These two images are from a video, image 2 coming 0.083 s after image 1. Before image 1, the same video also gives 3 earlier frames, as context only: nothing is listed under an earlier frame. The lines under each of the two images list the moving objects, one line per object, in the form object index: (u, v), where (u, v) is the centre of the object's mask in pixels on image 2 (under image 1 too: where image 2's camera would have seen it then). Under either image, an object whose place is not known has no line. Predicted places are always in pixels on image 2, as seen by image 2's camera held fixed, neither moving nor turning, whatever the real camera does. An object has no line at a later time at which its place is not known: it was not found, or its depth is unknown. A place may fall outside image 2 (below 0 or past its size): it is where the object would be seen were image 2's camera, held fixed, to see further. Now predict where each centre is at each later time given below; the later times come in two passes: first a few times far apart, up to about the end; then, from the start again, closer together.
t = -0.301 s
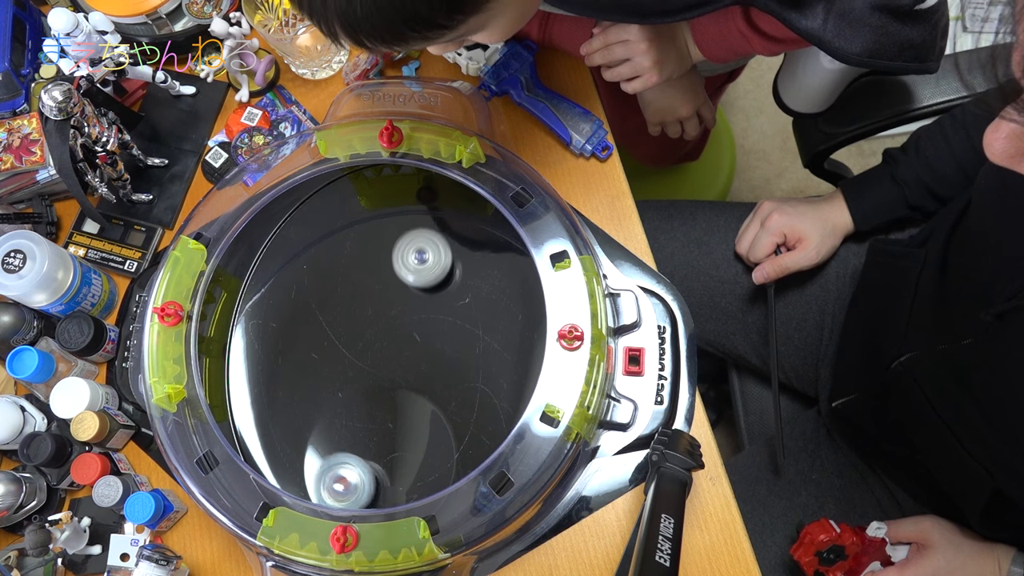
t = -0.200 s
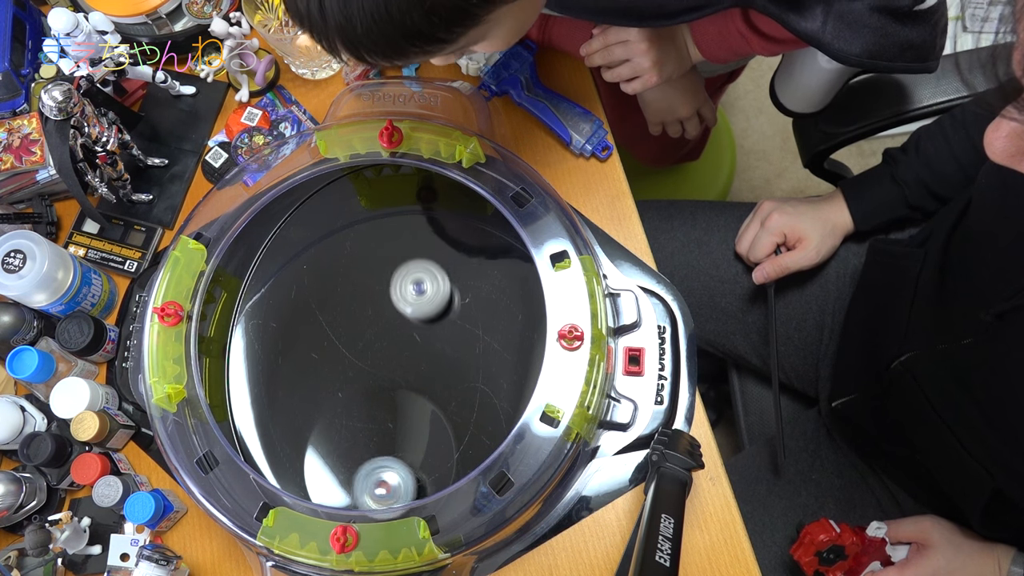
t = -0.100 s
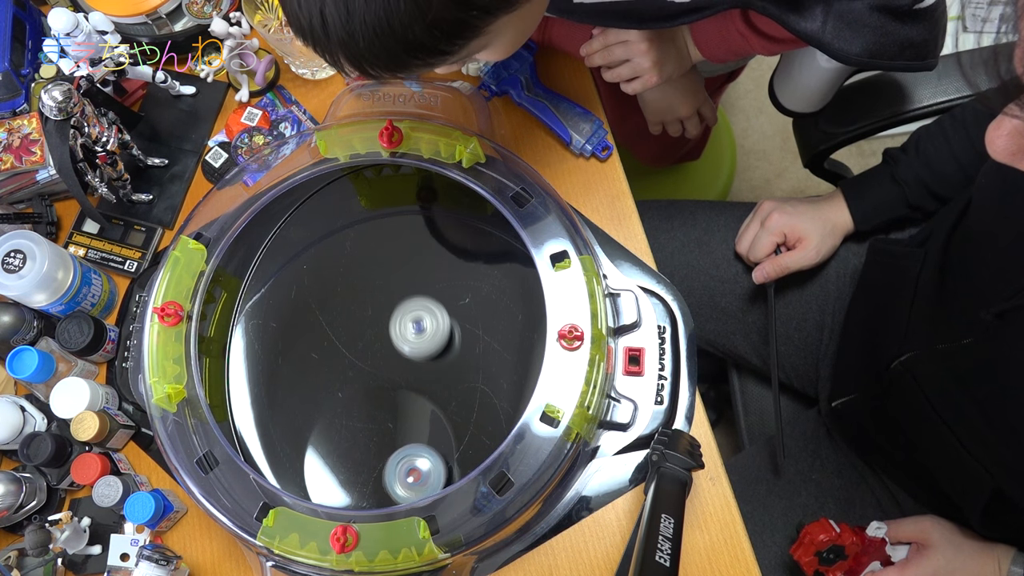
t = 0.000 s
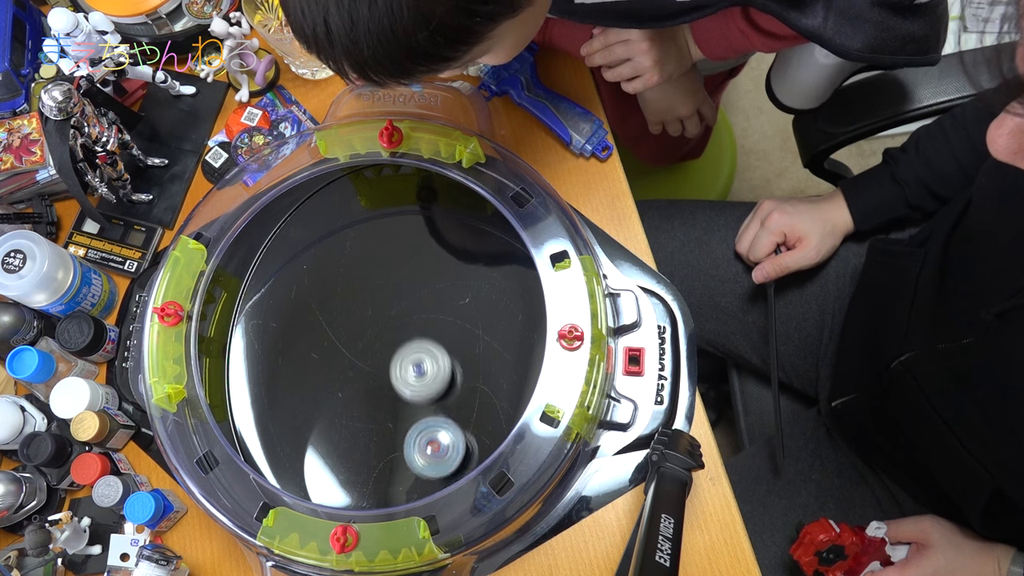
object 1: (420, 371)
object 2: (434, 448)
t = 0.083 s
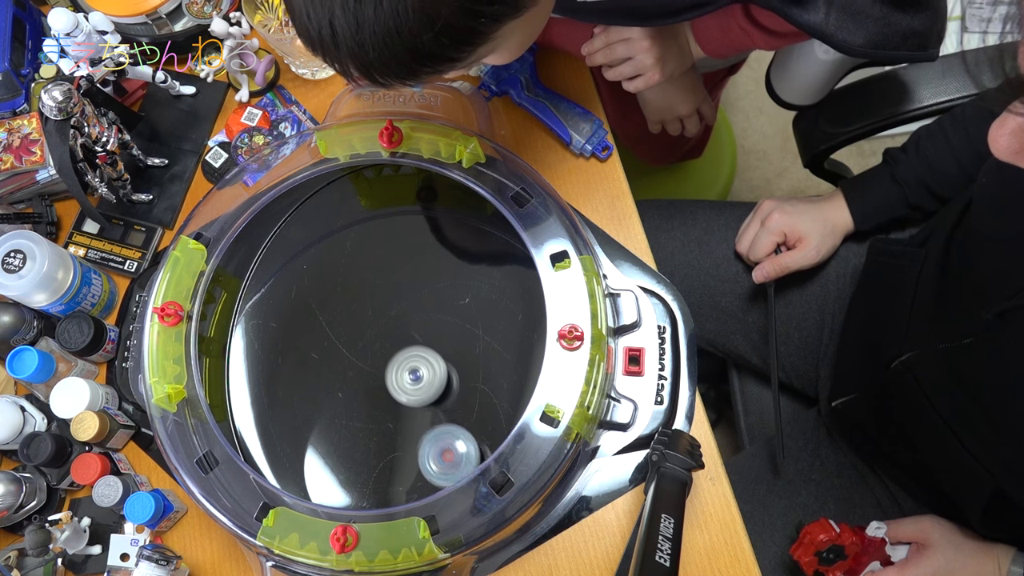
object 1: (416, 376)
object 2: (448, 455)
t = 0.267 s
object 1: (402, 389)
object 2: (474, 490)
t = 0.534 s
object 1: (359, 473)
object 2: (455, 456)
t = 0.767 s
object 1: (370, 501)
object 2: (399, 420)
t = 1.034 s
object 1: (405, 415)
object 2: (356, 331)
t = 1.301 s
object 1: (334, 431)
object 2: (296, 322)
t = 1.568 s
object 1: (347, 502)
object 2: (293, 384)
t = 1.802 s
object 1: (420, 440)
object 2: (351, 459)
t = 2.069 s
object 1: (398, 366)
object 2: (429, 490)
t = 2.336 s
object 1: (360, 331)
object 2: (465, 452)
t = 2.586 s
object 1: (333, 353)
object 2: (437, 426)
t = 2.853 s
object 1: (283, 394)
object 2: (398, 476)
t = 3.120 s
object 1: (266, 445)
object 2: (402, 494)
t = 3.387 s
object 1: (290, 489)
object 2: (412, 452)
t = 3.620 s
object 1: (345, 481)
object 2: (411, 418)
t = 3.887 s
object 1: (380, 484)
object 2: (370, 383)
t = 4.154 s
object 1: (386, 480)
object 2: (335, 391)
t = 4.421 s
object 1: (387, 477)
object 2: (331, 387)
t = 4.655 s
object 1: (362, 484)
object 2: (351, 418)
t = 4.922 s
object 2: (408, 432)
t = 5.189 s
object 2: (460, 371)
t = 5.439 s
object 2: (485, 329)
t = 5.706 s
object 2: (465, 314)
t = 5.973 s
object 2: (416, 350)
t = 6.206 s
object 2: (399, 388)
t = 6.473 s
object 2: (403, 445)
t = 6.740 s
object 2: (481, 442)
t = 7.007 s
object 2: (503, 432)
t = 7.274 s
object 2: (451, 429)
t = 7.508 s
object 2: (463, 406)
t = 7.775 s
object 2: (490, 377)
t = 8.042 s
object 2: (463, 375)
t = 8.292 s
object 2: (448, 351)
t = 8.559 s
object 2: (473, 324)
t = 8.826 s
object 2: (495, 335)
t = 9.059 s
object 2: (487, 363)
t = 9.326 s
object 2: (455, 393)
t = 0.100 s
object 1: (415, 375)
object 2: (450, 460)
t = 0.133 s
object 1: (413, 375)
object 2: (454, 468)
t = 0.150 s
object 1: (412, 376)
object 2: (457, 472)
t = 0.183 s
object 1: (409, 378)
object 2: (461, 479)
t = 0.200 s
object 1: (408, 380)
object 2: (464, 481)
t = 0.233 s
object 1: (406, 384)
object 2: (469, 486)
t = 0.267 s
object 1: (402, 389)
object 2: (474, 490)
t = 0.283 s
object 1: (400, 392)
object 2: (475, 490)
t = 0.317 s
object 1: (394, 398)
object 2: (477, 489)
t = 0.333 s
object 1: (390, 401)
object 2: (477, 488)
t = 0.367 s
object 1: (382, 410)
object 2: (477, 482)
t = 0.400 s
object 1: (375, 421)
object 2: (475, 476)
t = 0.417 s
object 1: (372, 426)
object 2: (475, 472)
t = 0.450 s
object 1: (366, 439)
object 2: (470, 467)
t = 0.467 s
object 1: (364, 446)
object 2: (468, 464)
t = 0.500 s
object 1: (360, 459)
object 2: (462, 460)
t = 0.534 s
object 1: (359, 473)
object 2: (455, 456)
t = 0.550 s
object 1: (359, 479)
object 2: (452, 457)
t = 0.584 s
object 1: (360, 487)
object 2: (444, 459)
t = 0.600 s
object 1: (361, 491)
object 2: (439, 459)
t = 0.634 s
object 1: (364, 497)
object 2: (428, 457)
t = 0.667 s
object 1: (367, 507)
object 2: (415, 456)
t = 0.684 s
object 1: (370, 508)
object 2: (408, 456)
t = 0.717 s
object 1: (368, 505)
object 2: (398, 451)
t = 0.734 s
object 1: (364, 508)
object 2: (398, 440)
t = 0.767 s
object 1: (370, 501)
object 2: (399, 420)
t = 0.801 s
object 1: (381, 492)
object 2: (397, 401)
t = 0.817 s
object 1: (386, 483)
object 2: (395, 393)
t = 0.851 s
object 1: (395, 471)
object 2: (392, 380)
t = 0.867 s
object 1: (399, 465)
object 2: (389, 373)
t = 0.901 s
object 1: (405, 451)
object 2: (384, 362)
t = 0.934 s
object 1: (409, 440)
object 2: (378, 353)
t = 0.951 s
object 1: (409, 434)
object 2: (375, 349)
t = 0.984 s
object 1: (410, 425)
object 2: (368, 342)
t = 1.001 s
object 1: (409, 421)
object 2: (364, 338)
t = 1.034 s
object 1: (405, 415)
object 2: (356, 331)
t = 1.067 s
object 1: (400, 410)
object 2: (349, 325)
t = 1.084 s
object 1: (396, 408)
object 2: (345, 323)
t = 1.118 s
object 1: (388, 406)
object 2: (336, 319)
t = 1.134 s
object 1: (384, 406)
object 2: (332, 317)
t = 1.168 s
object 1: (373, 407)
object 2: (324, 315)
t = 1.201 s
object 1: (363, 411)
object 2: (316, 314)
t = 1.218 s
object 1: (358, 413)
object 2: (312, 315)
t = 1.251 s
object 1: (347, 419)
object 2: (304, 317)
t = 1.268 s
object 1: (342, 423)
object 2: (301, 318)
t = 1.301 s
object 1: (334, 431)
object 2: (296, 322)
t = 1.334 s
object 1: (326, 442)
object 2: (292, 327)
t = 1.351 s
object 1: (323, 448)
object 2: (290, 330)
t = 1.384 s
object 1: (319, 460)
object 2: (287, 336)
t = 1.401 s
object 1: (318, 466)
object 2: (286, 339)
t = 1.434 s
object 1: (318, 476)
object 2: (285, 347)
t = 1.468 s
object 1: (322, 484)
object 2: (285, 355)
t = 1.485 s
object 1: (324, 487)
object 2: (285, 360)
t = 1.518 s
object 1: (332, 493)
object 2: (287, 369)
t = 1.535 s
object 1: (337, 496)
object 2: (289, 374)
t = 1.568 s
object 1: (347, 502)
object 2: (293, 384)
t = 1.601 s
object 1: (362, 498)
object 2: (298, 394)
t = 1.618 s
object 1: (369, 496)
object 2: (301, 400)
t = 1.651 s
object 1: (383, 487)
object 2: (309, 410)
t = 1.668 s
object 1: (389, 481)
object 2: (313, 415)
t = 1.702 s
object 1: (401, 473)
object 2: (321, 426)
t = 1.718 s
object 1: (405, 468)
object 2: (325, 431)
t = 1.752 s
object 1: (413, 457)
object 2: (334, 443)
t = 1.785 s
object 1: (419, 446)
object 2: (345, 454)
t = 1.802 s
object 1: (420, 440)
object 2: (351, 459)
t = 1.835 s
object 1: (422, 429)
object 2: (361, 469)
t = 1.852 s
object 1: (422, 424)
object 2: (366, 474)
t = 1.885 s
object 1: (420, 414)
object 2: (377, 480)
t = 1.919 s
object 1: (418, 404)
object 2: (387, 483)
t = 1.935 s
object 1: (416, 399)
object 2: (392, 484)
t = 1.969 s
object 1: (412, 391)
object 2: (403, 490)
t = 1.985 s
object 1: (409, 387)
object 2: (407, 490)
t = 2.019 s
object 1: (404, 378)
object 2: (416, 492)
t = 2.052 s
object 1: (400, 370)
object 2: (424, 491)
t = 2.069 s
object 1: (398, 366)
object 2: (429, 490)
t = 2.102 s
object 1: (393, 358)
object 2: (435, 487)
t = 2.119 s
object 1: (392, 355)
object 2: (438, 485)
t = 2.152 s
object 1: (387, 348)
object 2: (443, 480)
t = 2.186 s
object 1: (382, 343)
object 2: (448, 476)
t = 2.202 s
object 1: (379, 340)
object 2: (451, 474)
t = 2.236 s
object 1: (374, 336)
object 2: (456, 471)
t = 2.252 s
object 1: (372, 335)
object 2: (458, 469)
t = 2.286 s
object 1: (367, 332)
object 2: (463, 465)
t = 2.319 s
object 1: (362, 331)
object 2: (467, 459)
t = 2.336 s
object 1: (360, 331)
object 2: (465, 452)
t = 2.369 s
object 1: (356, 330)
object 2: (468, 450)
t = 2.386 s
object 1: (353, 331)
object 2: (467, 446)
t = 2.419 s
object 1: (349, 332)
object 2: (466, 443)
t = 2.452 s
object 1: (345, 335)
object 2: (464, 439)
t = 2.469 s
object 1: (344, 336)
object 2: (462, 437)
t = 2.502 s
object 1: (340, 340)
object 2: (457, 433)
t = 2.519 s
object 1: (338, 342)
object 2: (454, 431)
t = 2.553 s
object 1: (335, 347)
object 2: (446, 428)
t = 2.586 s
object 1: (333, 353)
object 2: (437, 426)
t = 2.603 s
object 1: (332, 357)
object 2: (432, 424)
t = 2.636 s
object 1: (330, 364)
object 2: (420, 421)
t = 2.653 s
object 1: (329, 368)
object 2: (415, 420)
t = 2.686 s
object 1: (328, 378)
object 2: (403, 419)
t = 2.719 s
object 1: (328, 388)
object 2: (390, 420)
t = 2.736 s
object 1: (328, 393)
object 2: (384, 422)
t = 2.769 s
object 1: (316, 394)
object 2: (386, 436)
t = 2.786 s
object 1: (309, 394)
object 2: (389, 445)
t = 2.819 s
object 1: (295, 393)
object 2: (394, 462)
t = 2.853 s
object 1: (283, 394)
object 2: (398, 476)
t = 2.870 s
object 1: (279, 395)
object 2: (400, 484)
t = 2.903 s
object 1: (270, 398)
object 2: (403, 494)
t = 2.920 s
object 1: (266, 401)
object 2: (404, 498)
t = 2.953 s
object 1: (260, 405)
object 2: (407, 503)
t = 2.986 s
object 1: (256, 412)
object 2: (410, 507)
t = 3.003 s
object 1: (256, 415)
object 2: (410, 507)
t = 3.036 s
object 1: (255, 424)
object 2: (410, 506)
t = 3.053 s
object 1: (256, 428)
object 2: (408, 504)
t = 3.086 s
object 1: (260, 437)
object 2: (406, 500)
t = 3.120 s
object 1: (266, 445)
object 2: (402, 494)
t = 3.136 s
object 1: (269, 449)
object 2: (400, 492)
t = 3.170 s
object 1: (276, 456)
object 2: (395, 485)
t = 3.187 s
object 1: (281, 459)
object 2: (392, 480)
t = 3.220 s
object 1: (291, 466)
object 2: (385, 475)
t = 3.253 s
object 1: (302, 471)
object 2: (378, 469)
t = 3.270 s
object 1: (307, 473)
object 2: (373, 467)
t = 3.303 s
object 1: (307, 477)
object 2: (380, 463)
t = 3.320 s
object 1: (303, 478)
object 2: (388, 460)
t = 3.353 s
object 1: (298, 480)
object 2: (401, 456)
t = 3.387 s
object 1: (290, 489)
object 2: (412, 452)
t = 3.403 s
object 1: (289, 490)
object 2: (417, 450)
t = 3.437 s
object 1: (292, 492)
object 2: (423, 445)
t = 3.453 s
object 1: (294, 493)
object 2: (425, 443)
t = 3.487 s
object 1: (301, 492)
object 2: (427, 438)
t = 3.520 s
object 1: (310, 491)
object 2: (426, 432)
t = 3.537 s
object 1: (317, 490)
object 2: (425, 430)
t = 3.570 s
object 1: (325, 488)
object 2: (421, 424)
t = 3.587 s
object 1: (333, 483)
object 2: (418, 421)
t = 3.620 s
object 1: (345, 481)
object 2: (411, 418)
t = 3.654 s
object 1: (358, 478)
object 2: (403, 415)
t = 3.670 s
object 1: (363, 476)
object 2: (398, 414)
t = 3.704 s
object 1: (370, 476)
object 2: (392, 411)
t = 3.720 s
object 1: (371, 479)
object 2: (391, 405)
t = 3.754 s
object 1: (374, 482)
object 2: (389, 397)
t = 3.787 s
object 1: (376, 484)
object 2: (386, 391)
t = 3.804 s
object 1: (376, 485)
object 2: (384, 389)
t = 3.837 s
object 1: (378, 485)
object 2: (378, 385)
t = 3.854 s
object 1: (378, 485)
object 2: (376, 384)
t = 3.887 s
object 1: (380, 484)
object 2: (370, 383)
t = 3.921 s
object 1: (380, 482)
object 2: (365, 385)
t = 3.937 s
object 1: (381, 480)
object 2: (363, 386)
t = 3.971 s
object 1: (381, 476)
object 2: (358, 390)
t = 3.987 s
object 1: (381, 472)
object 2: (357, 393)
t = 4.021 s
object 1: (381, 466)
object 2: (353, 400)
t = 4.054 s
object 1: (380, 462)
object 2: (350, 405)
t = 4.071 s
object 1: (382, 467)
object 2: (347, 402)
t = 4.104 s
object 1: (383, 475)
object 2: (341, 396)
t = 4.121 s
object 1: (384, 477)
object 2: (339, 394)
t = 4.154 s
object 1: (386, 480)
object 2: (335, 391)
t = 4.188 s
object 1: (387, 482)
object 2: (331, 388)
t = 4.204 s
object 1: (388, 482)
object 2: (330, 388)
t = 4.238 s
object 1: (388, 483)
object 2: (329, 386)
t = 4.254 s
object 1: (389, 482)
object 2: (328, 386)
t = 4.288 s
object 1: (390, 482)
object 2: (328, 385)
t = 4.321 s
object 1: (390, 480)
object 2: (327, 384)
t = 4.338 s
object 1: (391, 480)
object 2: (328, 385)
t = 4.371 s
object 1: (390, 478)
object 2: (329, 385)
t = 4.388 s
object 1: (389, 478)
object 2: (329, 386)
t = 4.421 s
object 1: (387, 477)
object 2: (331, 387)
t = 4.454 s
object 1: (383, 476)
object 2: (332, 388)
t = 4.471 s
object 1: (382, 475)
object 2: (333, 389)
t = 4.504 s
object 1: (378, 476)
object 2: (336, 391)
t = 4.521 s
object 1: (376, 476)
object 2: (337, 393)
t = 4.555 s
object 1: (372, 477)
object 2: (340, 397)
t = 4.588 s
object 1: (368, 479)
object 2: (343, 403)
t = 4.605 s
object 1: (366, 480)
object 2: (345, 407)
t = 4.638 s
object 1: (363, 483)
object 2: (349, 414)
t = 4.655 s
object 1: (362, 484)
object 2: (351, 418)
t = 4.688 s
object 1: (359, 487)
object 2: (358, 425)
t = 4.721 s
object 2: (364, 432)
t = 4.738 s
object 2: (368, 434)
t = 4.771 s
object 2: (376, 434)
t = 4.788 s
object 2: (380, 435)
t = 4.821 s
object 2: (388, 434)
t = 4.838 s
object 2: (391, 434)
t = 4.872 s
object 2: (399, 433)
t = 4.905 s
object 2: (405, 432)
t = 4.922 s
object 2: (408, 432)
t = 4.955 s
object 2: (414, 430)
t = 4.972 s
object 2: (416, 429)
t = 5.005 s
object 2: (422, 426)
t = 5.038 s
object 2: (431, 413)
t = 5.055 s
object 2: (436, 407)
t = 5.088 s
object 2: (443, 396)
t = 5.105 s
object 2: (447, 391)
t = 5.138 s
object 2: (452, 382)
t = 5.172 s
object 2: (457, 374)
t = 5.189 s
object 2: (460, 371)
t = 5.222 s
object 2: (465, 364)
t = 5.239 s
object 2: (467, 361)
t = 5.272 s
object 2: (471, 356)
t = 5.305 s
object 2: (475, 351)
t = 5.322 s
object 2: (476, 347)
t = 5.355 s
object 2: (479, 342)
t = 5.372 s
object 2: (481, 339)
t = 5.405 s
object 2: (483, 334)
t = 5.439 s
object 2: (485, 329)
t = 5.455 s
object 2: (485, 327)
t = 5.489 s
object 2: (484, 322)
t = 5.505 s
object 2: (484, 320)
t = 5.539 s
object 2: (482, 317)
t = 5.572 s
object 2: (480, 315)
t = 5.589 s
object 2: (479, 314)
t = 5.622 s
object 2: (475, 313)
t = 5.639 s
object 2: (474, 313)
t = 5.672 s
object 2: (469, 314)
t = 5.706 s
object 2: (465, 314)
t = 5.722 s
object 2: (462, 315)
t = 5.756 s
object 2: (457, 317)
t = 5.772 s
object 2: (454, 318)
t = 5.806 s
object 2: (448, 322)
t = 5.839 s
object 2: (442, 326)
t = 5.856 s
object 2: (438, 329)
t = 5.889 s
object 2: (432, 334)
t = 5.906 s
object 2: (428, 338)
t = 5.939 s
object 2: (422, 344)
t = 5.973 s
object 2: (416, 350)
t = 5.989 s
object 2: (413, 354)
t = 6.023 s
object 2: (407, 361)
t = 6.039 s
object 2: (403, 365)
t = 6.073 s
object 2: (397, 371)
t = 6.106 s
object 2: (399, 374)
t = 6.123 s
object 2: (400, 375)
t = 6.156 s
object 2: (401, 380)
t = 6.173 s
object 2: (401, 381)
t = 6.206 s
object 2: (399, 388)
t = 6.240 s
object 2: (397, 395)
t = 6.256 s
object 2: (396, 400)
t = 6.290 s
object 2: (393, 408)
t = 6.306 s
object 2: (391, 413)
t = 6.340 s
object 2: (389, 422)
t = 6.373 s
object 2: (386, 431)
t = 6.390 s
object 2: (385, 436)
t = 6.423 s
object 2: (389, 442)
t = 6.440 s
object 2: (395, 443)
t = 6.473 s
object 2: (403, 445)
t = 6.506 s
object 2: (411, 448)
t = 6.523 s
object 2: (414, 449)
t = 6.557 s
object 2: (420, 451)
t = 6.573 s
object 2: (422, 452)
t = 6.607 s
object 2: (434, 451)
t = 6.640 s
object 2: (450, 447)
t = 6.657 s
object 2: (457, 445)
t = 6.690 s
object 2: (467, 442)
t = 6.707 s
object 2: (471, 440)
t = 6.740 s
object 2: (481, 442)
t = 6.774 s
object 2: (489, 441)
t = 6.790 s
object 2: (492, 442)
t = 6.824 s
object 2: (497, 443)
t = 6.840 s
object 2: (501, 443)
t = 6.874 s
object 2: (504, 443)
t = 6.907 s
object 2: (507, 443)
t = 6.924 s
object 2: (508, 441)
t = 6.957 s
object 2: (507, 438)
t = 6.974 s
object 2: (507, 437)
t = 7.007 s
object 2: (503, 432)
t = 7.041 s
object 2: (499, 429)
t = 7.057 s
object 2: (497, 427)
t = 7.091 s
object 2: (489, 423)
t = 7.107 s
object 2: (487, 423)
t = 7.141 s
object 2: (482, 425)
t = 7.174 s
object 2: (476, 426)
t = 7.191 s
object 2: (472, 427)
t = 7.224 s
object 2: (464, 428)
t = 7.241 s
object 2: (460, 429)
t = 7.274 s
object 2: (451, 429)
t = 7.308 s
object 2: (443, 430)
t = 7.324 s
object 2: (438, 429)
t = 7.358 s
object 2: (429, 428)
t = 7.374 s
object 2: (427, 428)
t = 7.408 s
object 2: (436, 424)
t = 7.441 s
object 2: (446, 419)
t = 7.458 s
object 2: (451, 415)
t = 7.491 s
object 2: (459, 409)
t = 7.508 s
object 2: (463, 406)
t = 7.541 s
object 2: (469, 400)
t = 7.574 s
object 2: (474, 395)
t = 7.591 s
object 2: (476, 393)
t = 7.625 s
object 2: (479, 389)
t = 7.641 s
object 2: (481, 388)
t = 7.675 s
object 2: (484, 385)
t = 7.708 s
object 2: (487, 383)
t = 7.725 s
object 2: (488, 381)
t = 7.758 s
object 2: (489, 378)
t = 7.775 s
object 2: (490, 377)
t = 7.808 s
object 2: (488, 374)
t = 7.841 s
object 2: (487, 373)
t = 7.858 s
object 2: (486, 373)
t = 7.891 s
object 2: (483, 371)
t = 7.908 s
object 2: (481, 371)
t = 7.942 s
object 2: (478, 371)
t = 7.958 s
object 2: (476, 371)
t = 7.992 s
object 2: (471, 373)
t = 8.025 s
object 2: (465, 374)
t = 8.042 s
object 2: (463, 375)
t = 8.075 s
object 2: (456, 378)
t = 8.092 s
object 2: (453, 379)
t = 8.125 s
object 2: (447, 381)
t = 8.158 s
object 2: (440, 384)
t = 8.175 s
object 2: (437, 385)
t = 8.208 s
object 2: (440, 379)
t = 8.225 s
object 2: (441, 373)
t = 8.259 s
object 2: (446, 361)
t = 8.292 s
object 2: (448, 351)
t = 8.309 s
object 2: (450, 347)
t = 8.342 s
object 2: (452, 340)
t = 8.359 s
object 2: (453, 336)
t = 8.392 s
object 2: (456, 332)
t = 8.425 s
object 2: (458, 328)
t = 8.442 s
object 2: (460, 327)
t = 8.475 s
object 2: (463, 326)
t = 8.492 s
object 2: (465, 324)
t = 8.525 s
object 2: (469, 324)
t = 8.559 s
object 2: (473, 324)
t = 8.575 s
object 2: (475, 323)
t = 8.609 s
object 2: (480, 324)
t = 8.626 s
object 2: (481, 324)
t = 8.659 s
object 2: (485, 325)
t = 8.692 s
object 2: (489, 327)
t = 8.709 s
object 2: (490, 328)
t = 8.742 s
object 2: (492, 329)
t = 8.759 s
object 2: (493, 330)
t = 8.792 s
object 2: (494, 333)
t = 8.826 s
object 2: (495, 335)
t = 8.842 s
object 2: (495, 337)
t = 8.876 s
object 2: (495, 340)
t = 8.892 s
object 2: (495, 342)
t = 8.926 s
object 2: (494, 345)
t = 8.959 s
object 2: (493, 349)
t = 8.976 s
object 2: (492, 351)
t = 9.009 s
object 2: (490, 356)
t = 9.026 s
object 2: (489, 358)
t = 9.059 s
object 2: (487, 363)
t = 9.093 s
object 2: (485, 368)
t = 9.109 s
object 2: (483, 370)
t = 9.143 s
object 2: (480, 375)
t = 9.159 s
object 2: (479, 377)
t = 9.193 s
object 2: (474, 381)
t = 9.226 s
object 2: (470, 385)
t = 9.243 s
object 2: (468, 387)
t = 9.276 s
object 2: (463, 390)
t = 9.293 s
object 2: (460, 391)
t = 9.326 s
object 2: (455, 393)
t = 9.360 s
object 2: (449, 394)
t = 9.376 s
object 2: (445, 395)
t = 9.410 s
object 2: (440, 396)
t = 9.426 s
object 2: (437, 396)
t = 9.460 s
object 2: (431, 397)
